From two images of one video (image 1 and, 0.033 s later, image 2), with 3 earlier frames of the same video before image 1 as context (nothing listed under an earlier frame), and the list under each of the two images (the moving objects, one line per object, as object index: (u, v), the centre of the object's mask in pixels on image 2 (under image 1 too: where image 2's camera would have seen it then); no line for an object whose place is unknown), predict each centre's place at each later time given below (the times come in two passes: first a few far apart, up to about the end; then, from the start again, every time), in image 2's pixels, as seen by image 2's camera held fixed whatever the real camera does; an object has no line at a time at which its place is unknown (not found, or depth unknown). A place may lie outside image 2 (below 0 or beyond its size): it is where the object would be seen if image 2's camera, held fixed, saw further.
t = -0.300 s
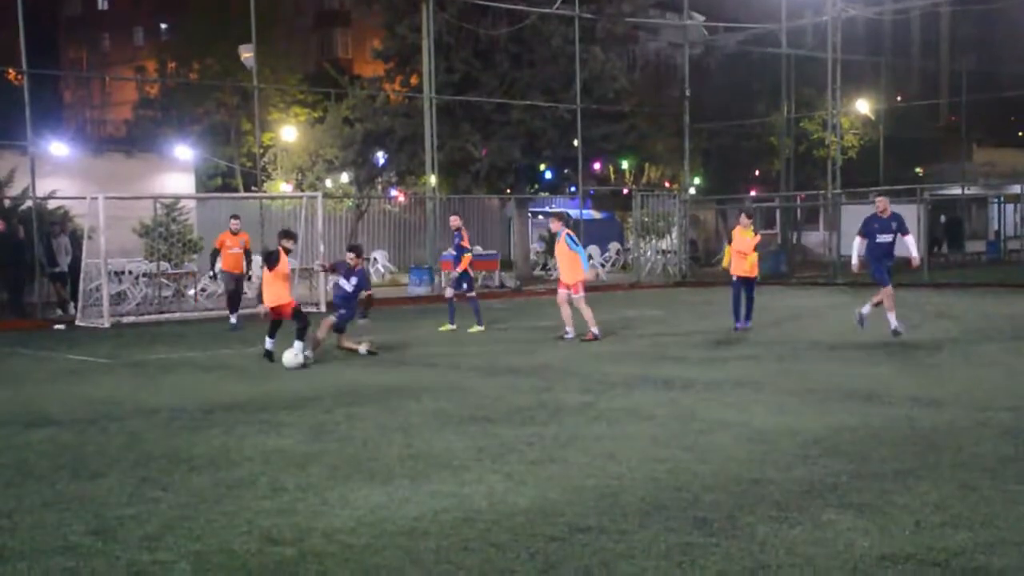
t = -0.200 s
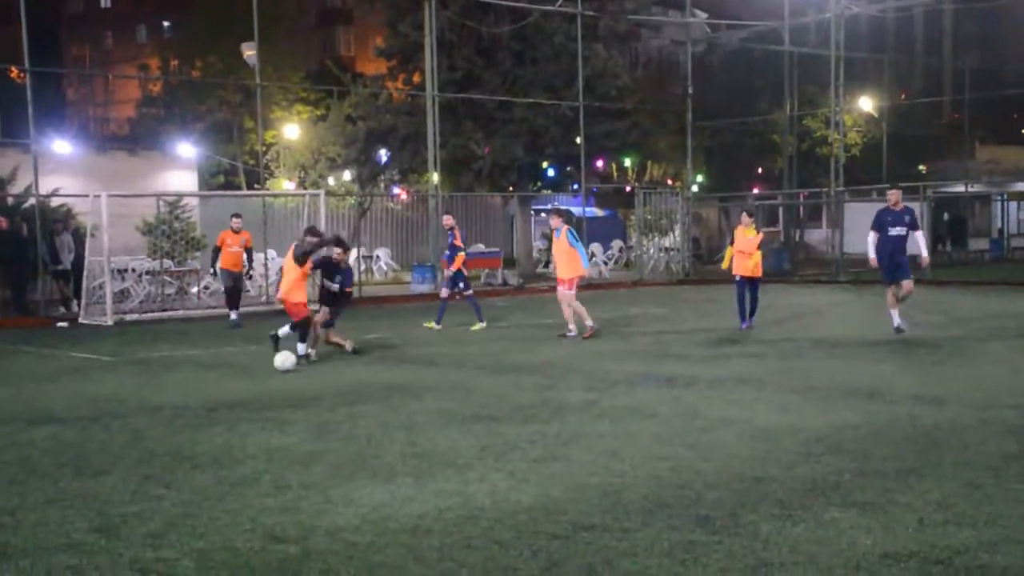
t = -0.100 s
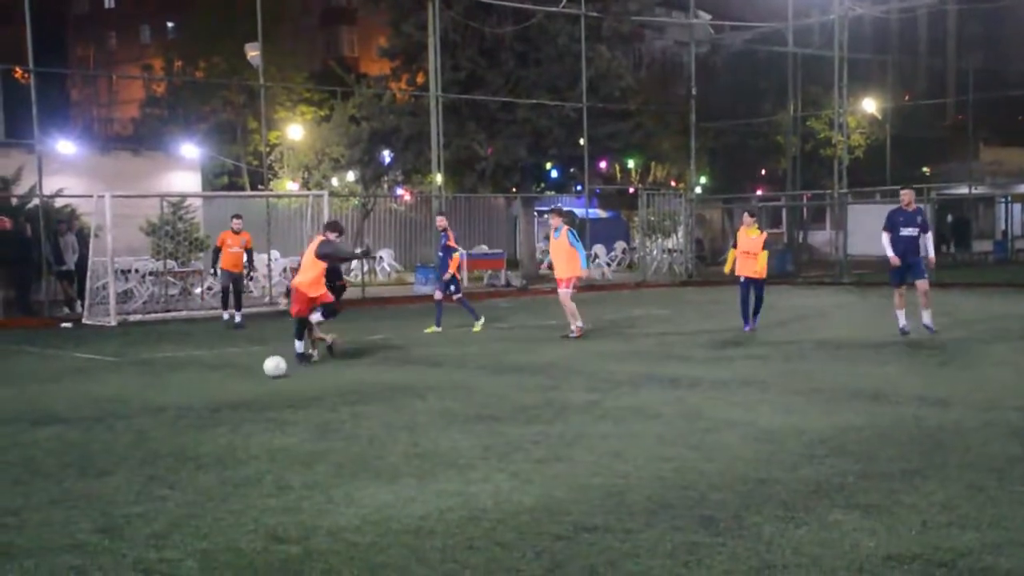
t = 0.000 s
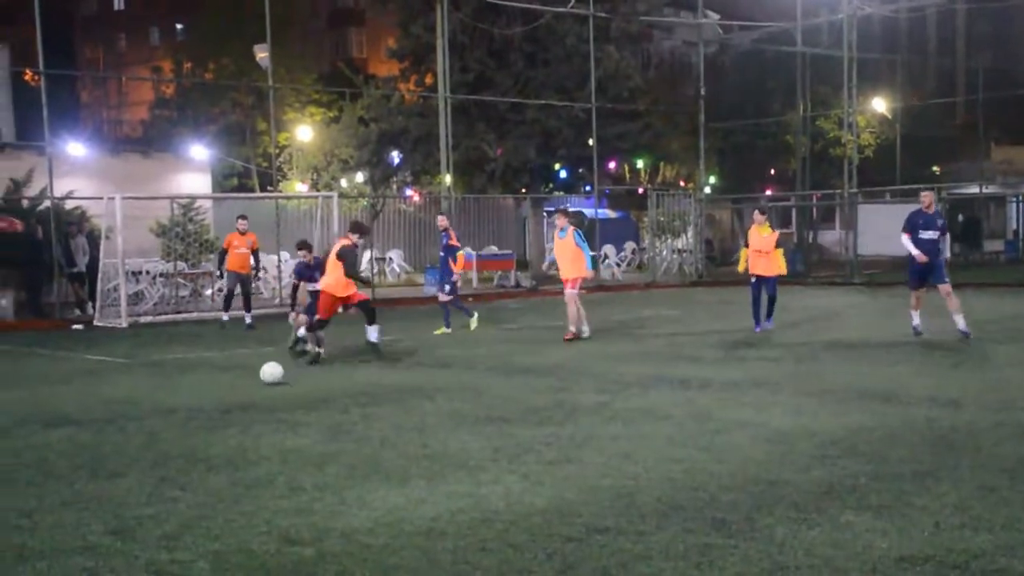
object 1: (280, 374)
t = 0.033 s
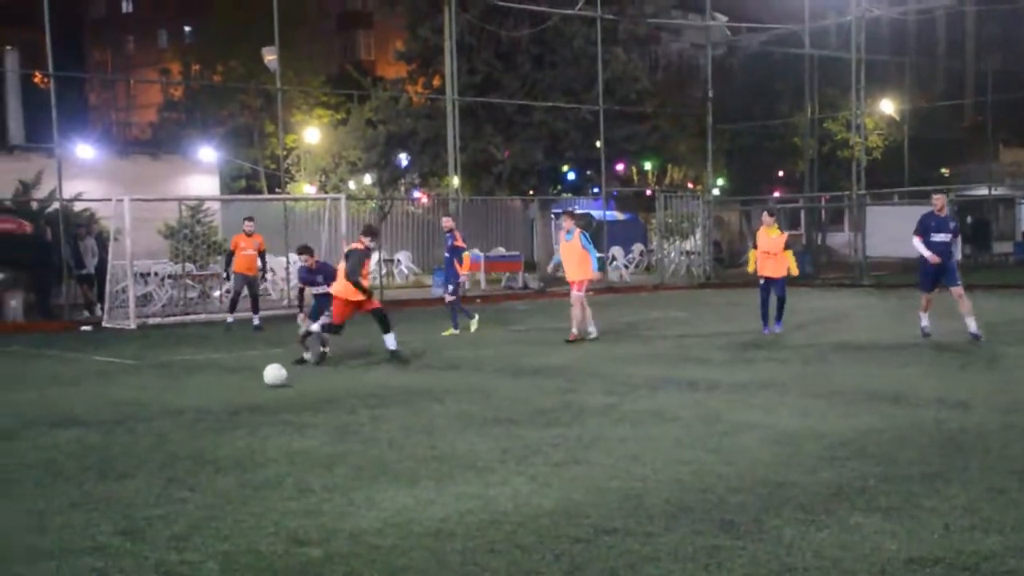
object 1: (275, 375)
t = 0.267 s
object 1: (239, 386)
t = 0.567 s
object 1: (185, 401)
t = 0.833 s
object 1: (130, 419)
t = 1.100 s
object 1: (62, 441)
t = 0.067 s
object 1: (270, 376)
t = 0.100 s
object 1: (265, 378)
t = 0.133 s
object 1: (260, 380)
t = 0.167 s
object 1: (255, 381)
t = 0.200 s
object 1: (250, 383)
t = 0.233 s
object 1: (245, 385)
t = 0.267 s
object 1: (239, 386)
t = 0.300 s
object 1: (234, 388)
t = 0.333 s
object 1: (228, 390)
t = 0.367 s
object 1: (223, 391)
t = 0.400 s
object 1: (217, 393)
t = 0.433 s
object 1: (211, 394)
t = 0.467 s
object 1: (205, 396)
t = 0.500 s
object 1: (199, 398)
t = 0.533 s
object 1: (192, 398)
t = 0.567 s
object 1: (185, 401)
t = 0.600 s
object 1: (179, 404)
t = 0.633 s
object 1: (173, 405)
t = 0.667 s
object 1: (166, 406)
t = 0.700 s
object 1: (159, 408)
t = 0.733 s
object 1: (152, 411)
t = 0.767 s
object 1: (144, 416)
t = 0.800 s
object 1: (137, 417)
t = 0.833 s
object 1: (130, 419)
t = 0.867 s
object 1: (123, 423)
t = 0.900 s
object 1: (114, 425)
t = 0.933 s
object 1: (106, 427)
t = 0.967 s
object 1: (98, 431)
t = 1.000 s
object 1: (90, 433)
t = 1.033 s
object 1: (81, 435)
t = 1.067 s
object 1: (71, 439)
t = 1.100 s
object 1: (62, 441)
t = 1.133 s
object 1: (53, 446)
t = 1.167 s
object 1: (43, 447)
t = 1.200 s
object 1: (34, 451)
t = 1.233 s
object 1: (24, 454)
